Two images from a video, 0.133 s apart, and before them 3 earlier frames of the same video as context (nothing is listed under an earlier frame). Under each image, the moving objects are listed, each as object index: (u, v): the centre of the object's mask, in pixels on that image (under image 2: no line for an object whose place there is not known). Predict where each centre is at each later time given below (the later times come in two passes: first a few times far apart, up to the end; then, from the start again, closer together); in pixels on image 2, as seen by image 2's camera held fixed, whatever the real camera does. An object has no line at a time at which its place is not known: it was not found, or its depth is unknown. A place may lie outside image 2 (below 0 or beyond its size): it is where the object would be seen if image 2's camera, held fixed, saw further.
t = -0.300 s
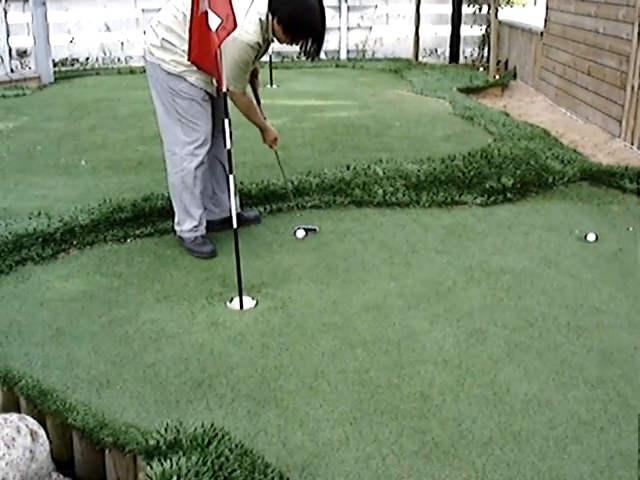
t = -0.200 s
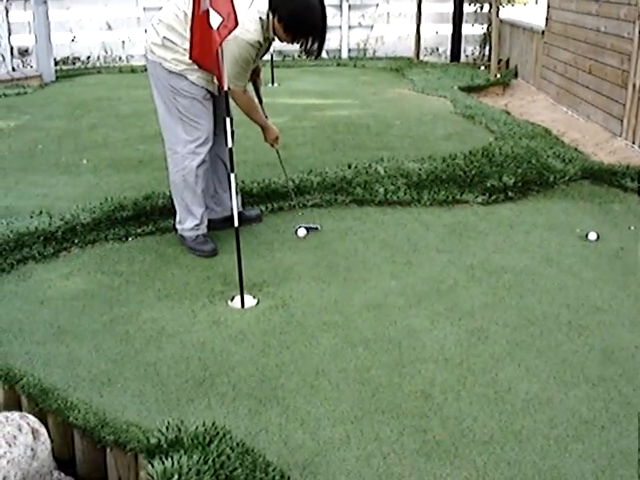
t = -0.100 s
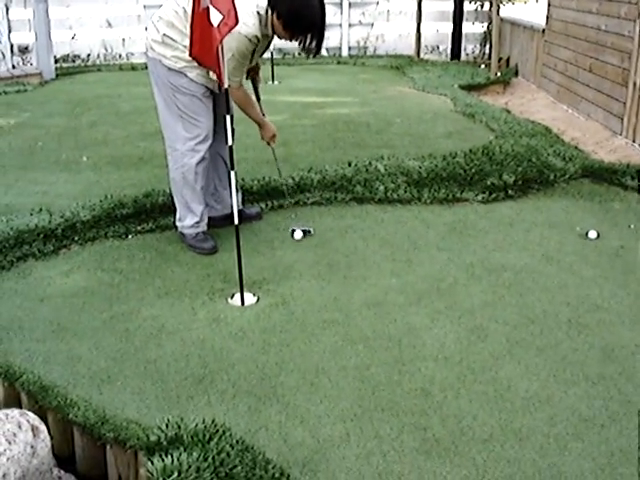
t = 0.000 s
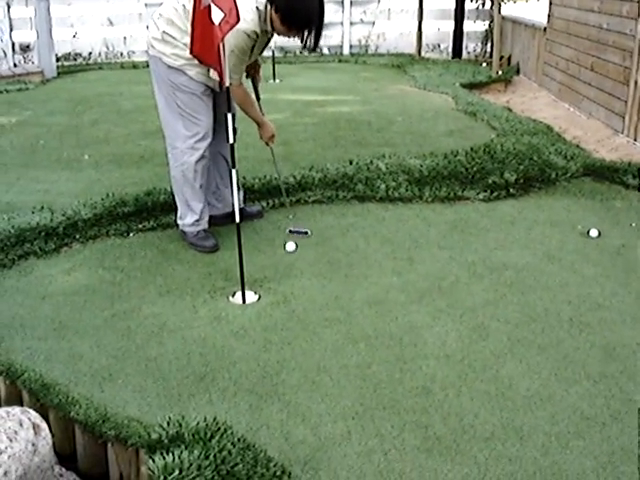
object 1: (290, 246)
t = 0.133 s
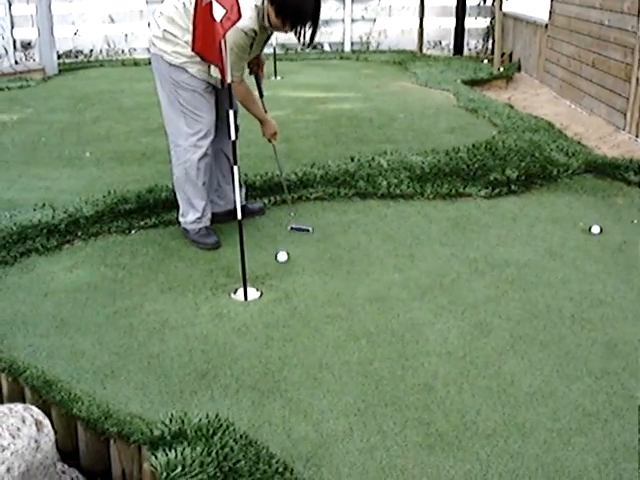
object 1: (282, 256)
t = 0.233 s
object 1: (275, 268)
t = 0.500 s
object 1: (253, 296)
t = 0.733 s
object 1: (225, 327)
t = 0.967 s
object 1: (198, 360)
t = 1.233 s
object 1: (169, 403)
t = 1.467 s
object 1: (161, 420)
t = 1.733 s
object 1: (193, 417)
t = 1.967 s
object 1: (239, 405)
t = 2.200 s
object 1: (280, 386)
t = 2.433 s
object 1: (318, 371)
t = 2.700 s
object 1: (352, 361)
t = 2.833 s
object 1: (366, 357)
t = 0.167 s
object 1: (279, 260)
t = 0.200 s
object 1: (278, 264)
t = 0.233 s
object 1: (275, 268)
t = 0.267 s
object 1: (272, 272)
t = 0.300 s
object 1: (270, 276)
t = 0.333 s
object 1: (268, 280)
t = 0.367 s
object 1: (265, 285)
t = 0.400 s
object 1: (262, 289)
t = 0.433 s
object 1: (260, 293)
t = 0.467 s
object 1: (257, 296)
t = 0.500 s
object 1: (253, 296)
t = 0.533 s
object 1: (248, 303)
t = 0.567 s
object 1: (244, 307)
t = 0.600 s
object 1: (240, 310)
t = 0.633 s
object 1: (236, 315)
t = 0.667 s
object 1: (232, 318)
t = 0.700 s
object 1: (228, 323)
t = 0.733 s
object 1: (225, 327)
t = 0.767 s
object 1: (221, 331)
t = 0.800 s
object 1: (217, 336)
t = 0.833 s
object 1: (213, 340)
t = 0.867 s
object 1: (209, 345)
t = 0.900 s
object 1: (205, 350)
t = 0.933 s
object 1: (202, 355)
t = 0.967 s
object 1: (198, 360)
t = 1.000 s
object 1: (194, 365)
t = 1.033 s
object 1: (190, 371)
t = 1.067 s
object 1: (187, 376)
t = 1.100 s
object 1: (183, 382)
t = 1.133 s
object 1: (179, 388)
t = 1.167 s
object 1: (175, 393)
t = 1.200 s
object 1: (172, 398)
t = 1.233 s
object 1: (169, 403)
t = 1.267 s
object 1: (166, 408)
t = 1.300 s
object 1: (163, 410)
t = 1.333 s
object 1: (161, 415)
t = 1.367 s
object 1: (161, 417)
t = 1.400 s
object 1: (160, 419)
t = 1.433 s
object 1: (160, 420)
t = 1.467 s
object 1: (161, 420)
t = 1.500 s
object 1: (162, 420)
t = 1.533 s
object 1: (164, 421)
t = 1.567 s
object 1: (168, 422)
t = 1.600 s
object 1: (172, 423)
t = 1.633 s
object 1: (172, 424)
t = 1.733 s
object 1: (193, 417)
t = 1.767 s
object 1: (197, 417)
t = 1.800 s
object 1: (209, 415)
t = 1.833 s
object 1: (213, 413)
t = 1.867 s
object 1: (219, 413)
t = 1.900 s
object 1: (226, 410)
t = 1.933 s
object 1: (232, 408)
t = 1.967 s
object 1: (239, 405)
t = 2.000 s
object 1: (245, 402)
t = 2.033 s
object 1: (251, 399)
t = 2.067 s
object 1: (257, 396)
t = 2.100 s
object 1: (263, 393)
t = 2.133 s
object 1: (269, 391)
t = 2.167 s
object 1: (275, 388)
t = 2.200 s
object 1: (280, 386)
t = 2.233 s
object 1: (286, 383)
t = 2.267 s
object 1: (292, 381)
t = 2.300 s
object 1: (297, 379)
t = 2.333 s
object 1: (303, 377)
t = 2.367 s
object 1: (308, 376)
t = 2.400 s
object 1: (313, 374)
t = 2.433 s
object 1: (318, 371)
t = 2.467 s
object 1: (323, 369)
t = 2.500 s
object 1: (328, 368)
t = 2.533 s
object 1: (332, 366)
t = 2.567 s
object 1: (336, 365)
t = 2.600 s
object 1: (340, 364)
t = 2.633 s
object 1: (344, 363)
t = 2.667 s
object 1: (348, 362)
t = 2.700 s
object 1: (352, 361)
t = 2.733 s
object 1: (355, 360)
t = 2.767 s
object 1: (359, 359)
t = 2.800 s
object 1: (363, 358)
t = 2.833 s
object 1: (366, 357)
